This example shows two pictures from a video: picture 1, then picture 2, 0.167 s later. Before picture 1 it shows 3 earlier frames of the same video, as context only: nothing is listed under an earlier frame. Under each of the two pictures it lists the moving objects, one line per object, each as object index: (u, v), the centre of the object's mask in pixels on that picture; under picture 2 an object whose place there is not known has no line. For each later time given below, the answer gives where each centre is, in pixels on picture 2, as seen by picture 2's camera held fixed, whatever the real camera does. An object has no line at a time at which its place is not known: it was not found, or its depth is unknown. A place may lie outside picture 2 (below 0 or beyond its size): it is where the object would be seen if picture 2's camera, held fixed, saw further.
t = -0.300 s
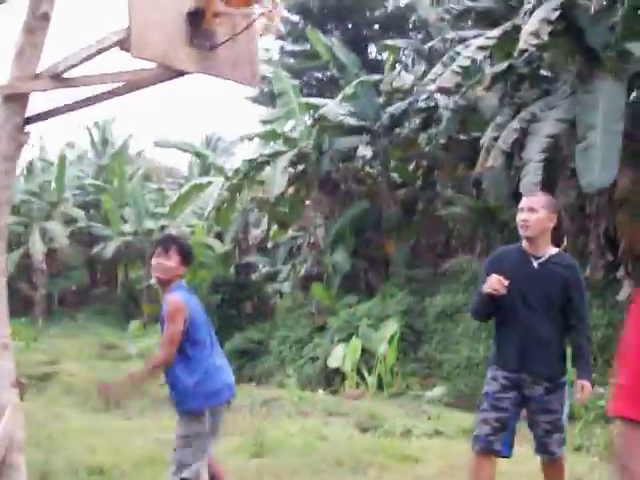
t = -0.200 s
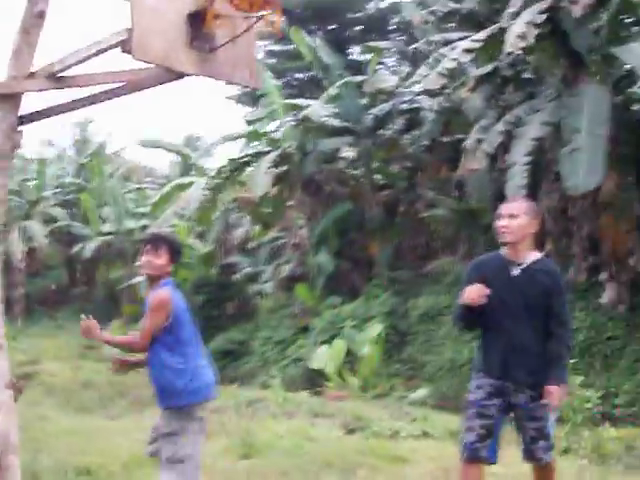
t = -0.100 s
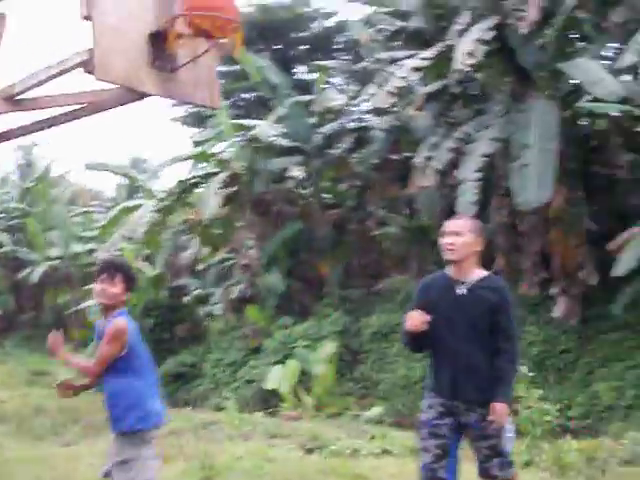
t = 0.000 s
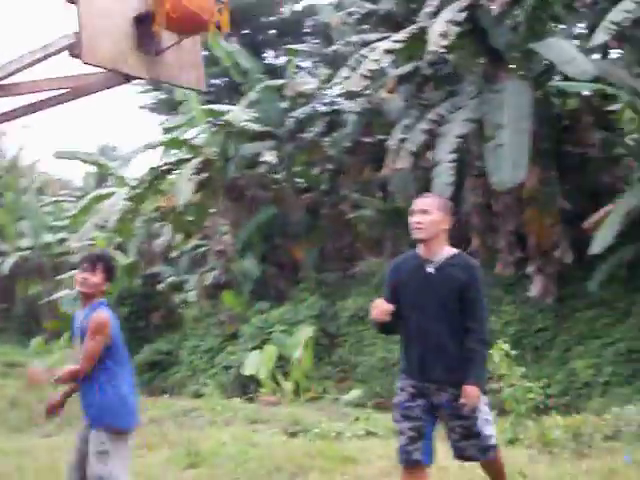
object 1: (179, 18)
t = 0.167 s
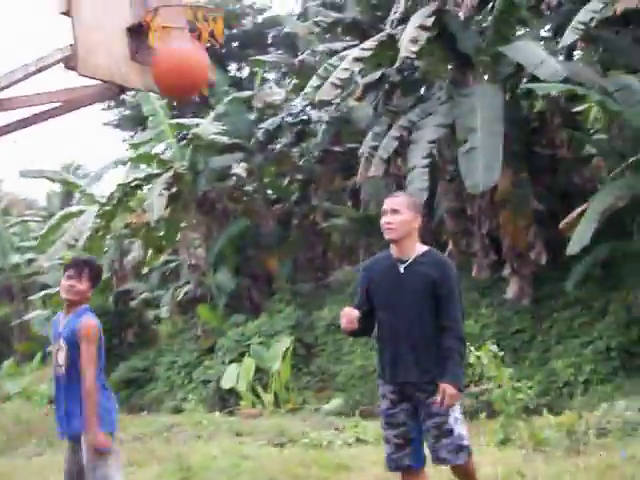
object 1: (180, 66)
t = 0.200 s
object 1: (184, 85)
